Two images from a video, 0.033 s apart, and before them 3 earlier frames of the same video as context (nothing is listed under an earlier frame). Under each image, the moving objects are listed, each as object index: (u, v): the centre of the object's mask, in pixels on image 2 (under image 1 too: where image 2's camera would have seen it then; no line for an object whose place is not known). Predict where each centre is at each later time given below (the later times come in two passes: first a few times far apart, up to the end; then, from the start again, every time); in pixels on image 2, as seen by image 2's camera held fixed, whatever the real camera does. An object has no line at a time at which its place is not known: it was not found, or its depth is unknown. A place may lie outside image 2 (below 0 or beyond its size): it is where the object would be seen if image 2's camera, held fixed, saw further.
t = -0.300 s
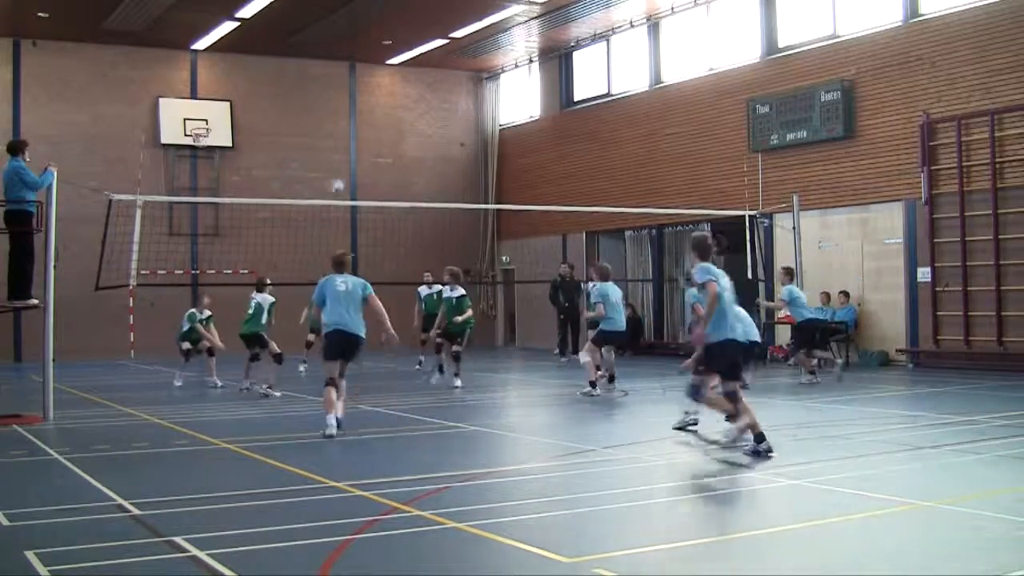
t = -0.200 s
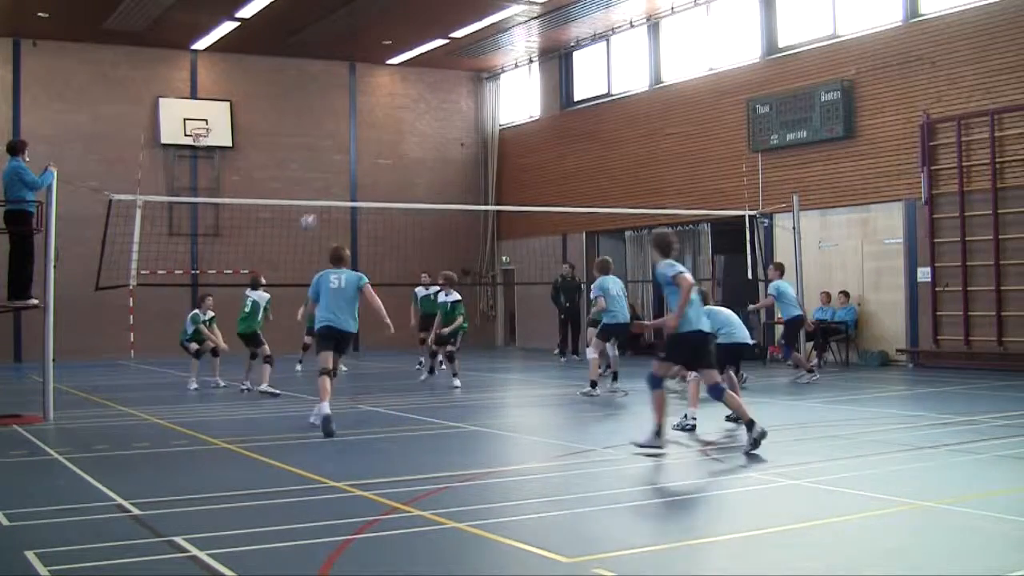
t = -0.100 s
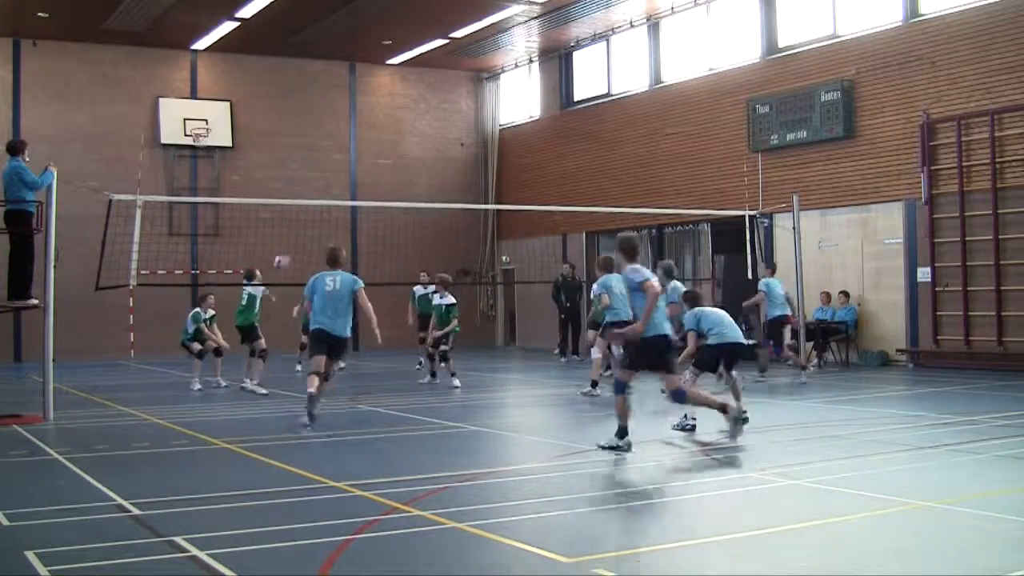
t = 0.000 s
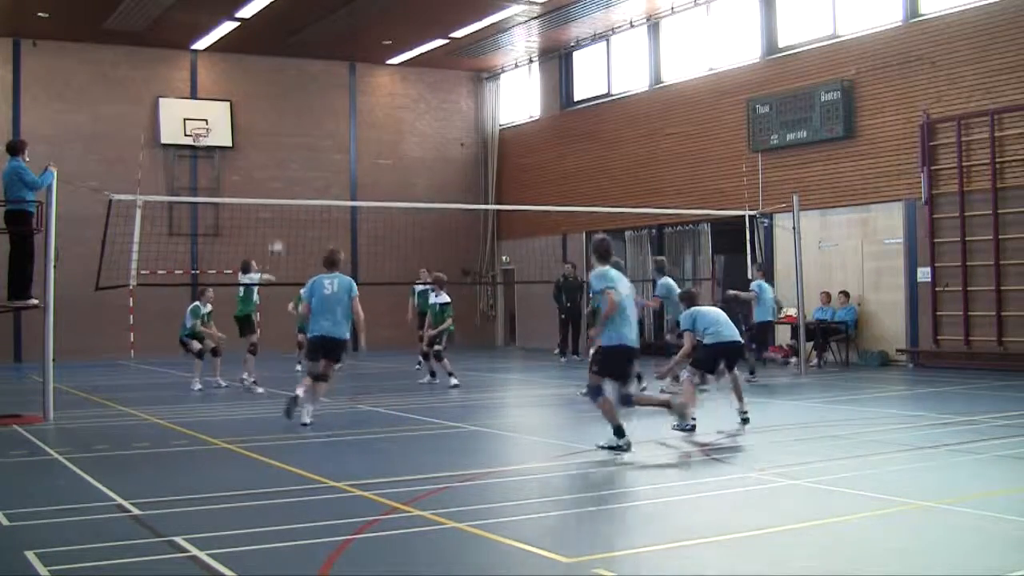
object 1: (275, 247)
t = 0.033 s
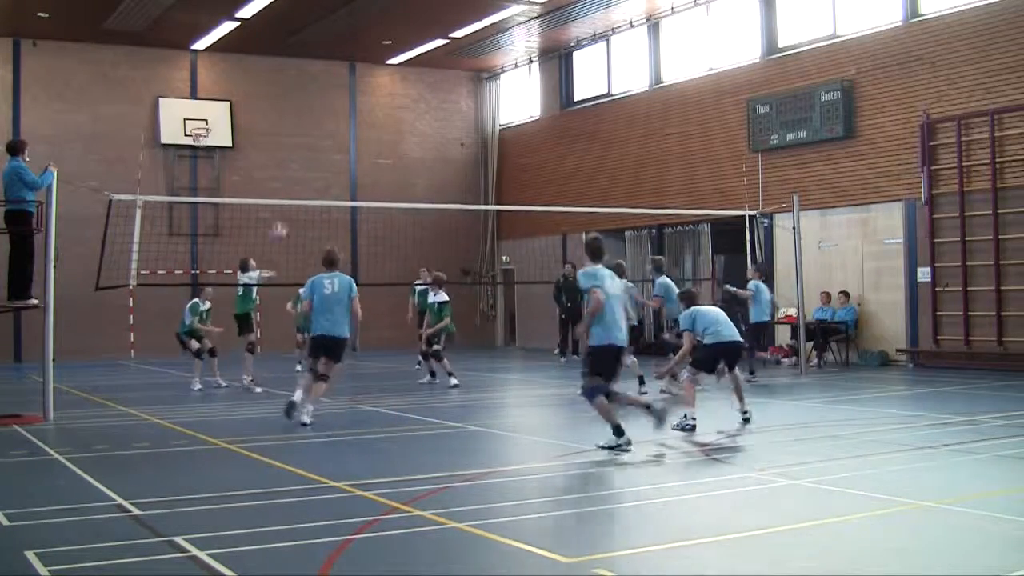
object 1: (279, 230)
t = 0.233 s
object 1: (298, 147)
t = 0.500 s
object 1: (324, 80)
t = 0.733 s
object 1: (345, 59)
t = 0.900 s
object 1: (360, 67)
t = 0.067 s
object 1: (282, 213)
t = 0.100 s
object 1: (287, 196)
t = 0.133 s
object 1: (289, 185)
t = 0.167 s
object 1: (292, 172)
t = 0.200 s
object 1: (295, 160)
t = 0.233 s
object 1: (298, 147)
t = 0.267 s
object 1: (302, 135)
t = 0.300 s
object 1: (304, 126)
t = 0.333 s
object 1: (308, 116)
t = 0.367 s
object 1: (312, 107)
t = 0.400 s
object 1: (315, 98)
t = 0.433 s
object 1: (317, 91)
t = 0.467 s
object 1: (321, 85)
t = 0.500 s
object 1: (324, 80)
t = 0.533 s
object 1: (327, 74)
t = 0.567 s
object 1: (330, 69)
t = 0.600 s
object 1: (333, 66)
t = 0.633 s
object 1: (336, 63)
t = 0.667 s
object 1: (339, 61)
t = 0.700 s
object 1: (342, 60)
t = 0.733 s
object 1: (345, 59)
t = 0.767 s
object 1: (348, 60)
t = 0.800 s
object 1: (351, 60)
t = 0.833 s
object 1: (354, 62)
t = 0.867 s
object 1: (358, 63)
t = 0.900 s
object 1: (360, 67)
